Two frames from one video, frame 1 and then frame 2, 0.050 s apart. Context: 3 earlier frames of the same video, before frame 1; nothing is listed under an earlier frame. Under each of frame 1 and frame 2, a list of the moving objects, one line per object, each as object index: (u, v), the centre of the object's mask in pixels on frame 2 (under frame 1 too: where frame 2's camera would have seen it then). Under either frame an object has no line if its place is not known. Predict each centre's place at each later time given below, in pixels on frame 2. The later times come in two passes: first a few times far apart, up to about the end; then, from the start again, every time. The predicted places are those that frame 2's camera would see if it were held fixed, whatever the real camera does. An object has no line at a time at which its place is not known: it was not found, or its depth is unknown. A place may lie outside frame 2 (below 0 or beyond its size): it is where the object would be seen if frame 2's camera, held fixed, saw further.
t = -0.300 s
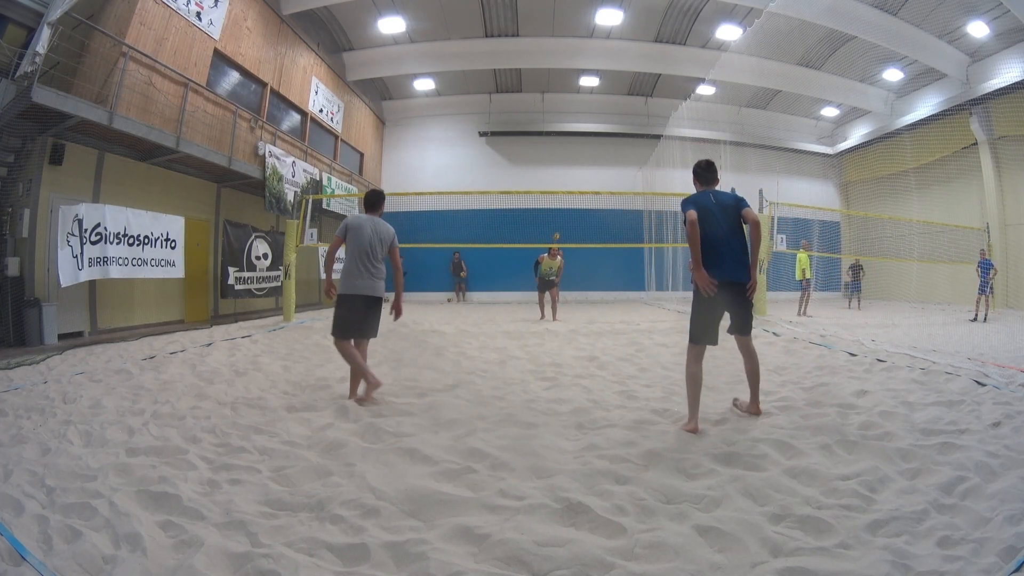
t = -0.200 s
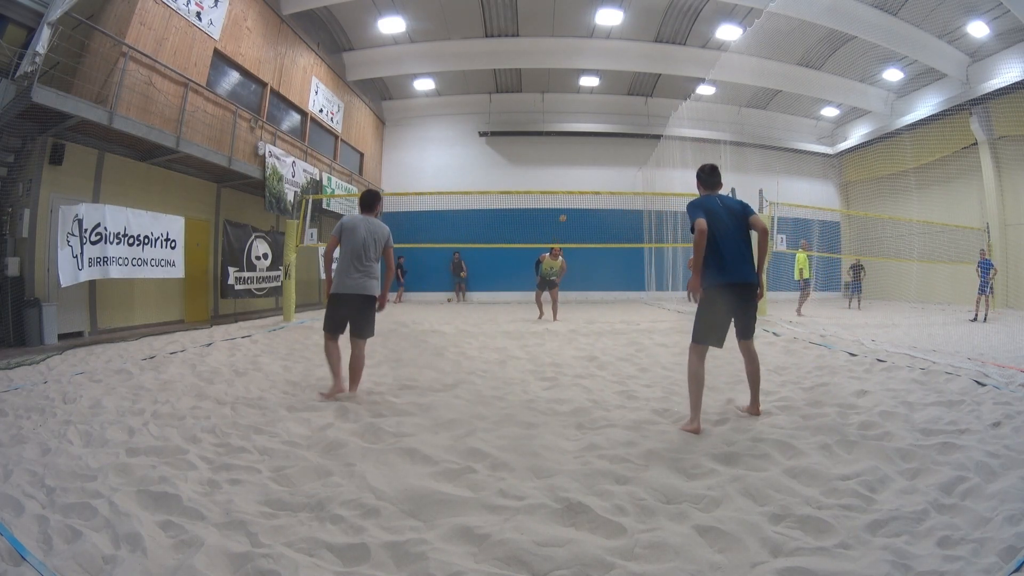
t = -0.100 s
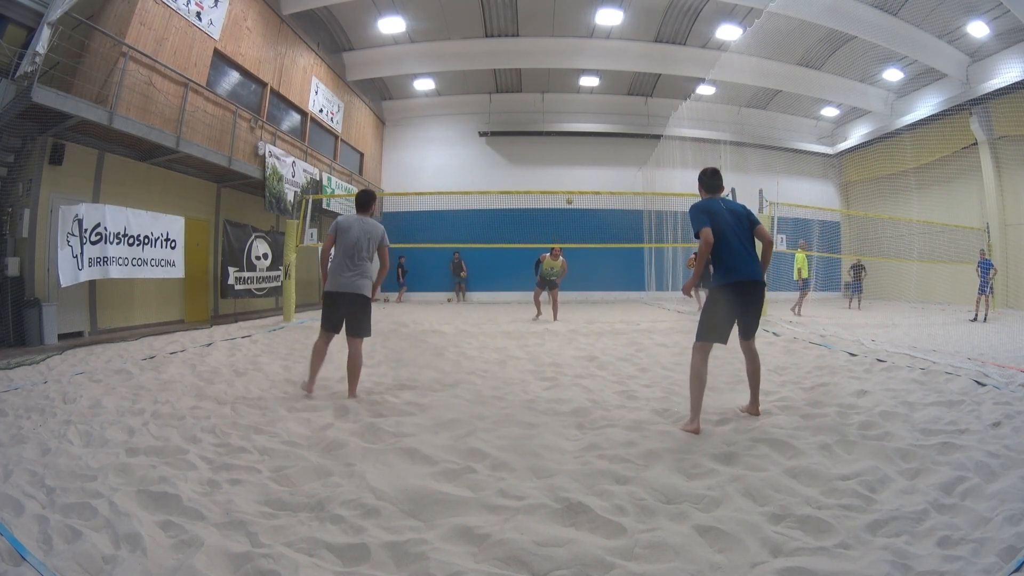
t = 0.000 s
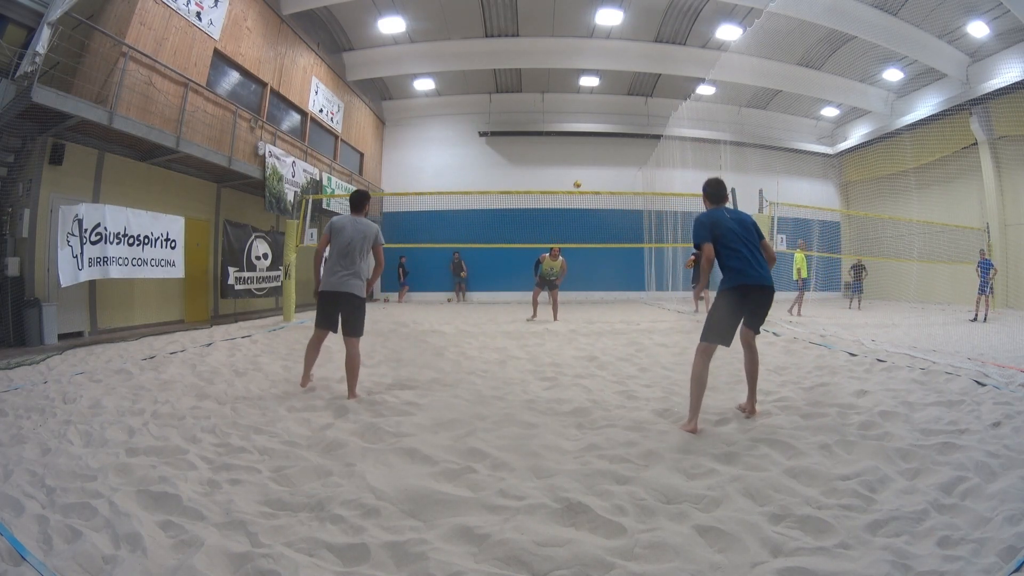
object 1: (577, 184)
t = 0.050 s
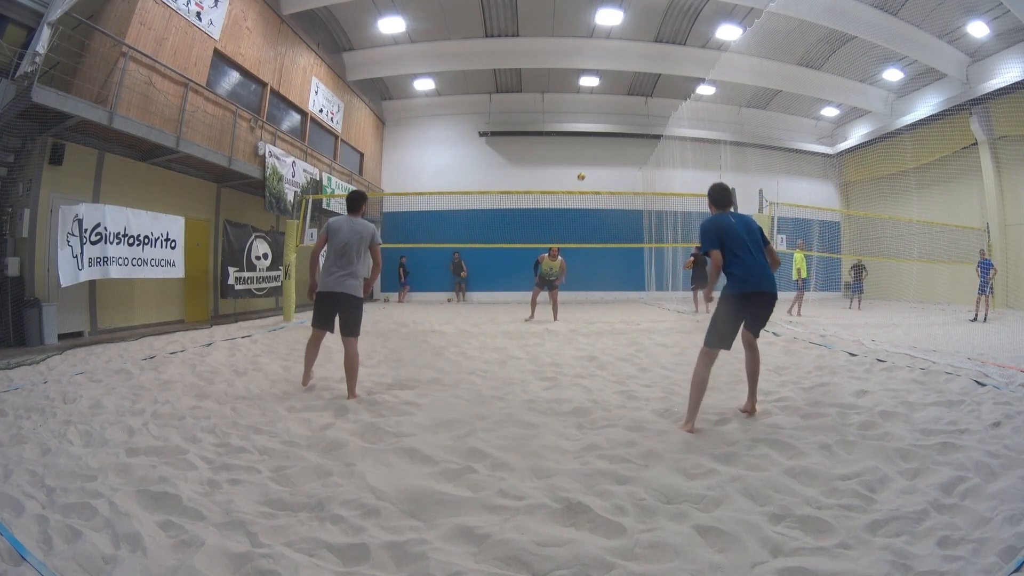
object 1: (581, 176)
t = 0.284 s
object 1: (605, 147)
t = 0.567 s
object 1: (650, 138)
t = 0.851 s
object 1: (737, 187)
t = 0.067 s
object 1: (583, 174)
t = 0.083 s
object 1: (584, 171)
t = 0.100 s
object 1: (585, 169)
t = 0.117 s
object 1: (587, 167)
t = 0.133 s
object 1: (589, 165)
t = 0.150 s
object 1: (591, 162)
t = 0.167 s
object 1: (592, 160)
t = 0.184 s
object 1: (594, 158)
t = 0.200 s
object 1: (596, 156)
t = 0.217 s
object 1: (598, 154)
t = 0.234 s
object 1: (599, 152)
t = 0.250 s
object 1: (601, 150)
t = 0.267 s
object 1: (603, 149)
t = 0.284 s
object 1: (605, 147)
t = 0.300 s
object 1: (607, 146)
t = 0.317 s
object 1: (609, 145)
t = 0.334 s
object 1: (611, 144)
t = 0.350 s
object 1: (613, 142)
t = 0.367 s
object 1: (616, 142)
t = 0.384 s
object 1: (618, 140)
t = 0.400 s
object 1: (620, 140)
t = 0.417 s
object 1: (623, 139)
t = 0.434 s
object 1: (625, 138)
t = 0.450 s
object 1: (628, 138)
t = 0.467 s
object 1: (631, 138)
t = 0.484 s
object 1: (634, 138)
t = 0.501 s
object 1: (637, 138)
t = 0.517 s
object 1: (640, 137)
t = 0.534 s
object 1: (643, 138)
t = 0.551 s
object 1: (647, 138)
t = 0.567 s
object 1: (650, 138)
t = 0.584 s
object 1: (654, 139)
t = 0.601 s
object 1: (658, 140)
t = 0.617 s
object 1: (662, 141)
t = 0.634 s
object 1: (666, 142)
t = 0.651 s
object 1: (670, 144)
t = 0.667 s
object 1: (674, 146)
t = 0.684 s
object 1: (678, 148)
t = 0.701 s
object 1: (683, 150)
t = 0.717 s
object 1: (688, 153)
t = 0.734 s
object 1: (693, 156)
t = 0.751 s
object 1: (699, 159)
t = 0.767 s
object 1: (704, 163)
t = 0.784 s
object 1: (710, 166)
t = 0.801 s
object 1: (717, 171)
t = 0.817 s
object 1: (723, 176)
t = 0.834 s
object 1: (730, 181)
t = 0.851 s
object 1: (737, 187)
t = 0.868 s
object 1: (744, 193)
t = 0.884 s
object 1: (750, 199)
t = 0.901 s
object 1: (759, 206)
